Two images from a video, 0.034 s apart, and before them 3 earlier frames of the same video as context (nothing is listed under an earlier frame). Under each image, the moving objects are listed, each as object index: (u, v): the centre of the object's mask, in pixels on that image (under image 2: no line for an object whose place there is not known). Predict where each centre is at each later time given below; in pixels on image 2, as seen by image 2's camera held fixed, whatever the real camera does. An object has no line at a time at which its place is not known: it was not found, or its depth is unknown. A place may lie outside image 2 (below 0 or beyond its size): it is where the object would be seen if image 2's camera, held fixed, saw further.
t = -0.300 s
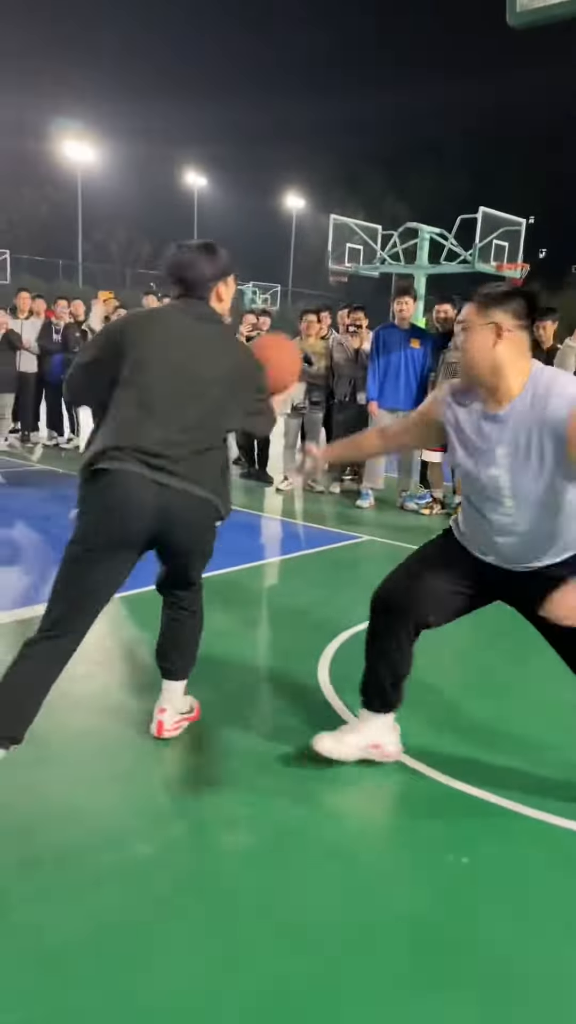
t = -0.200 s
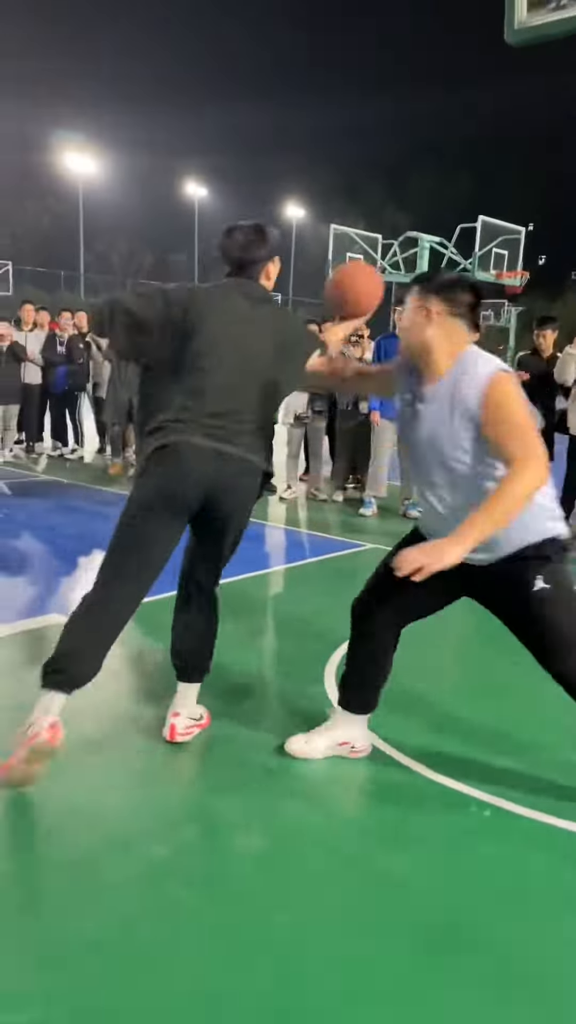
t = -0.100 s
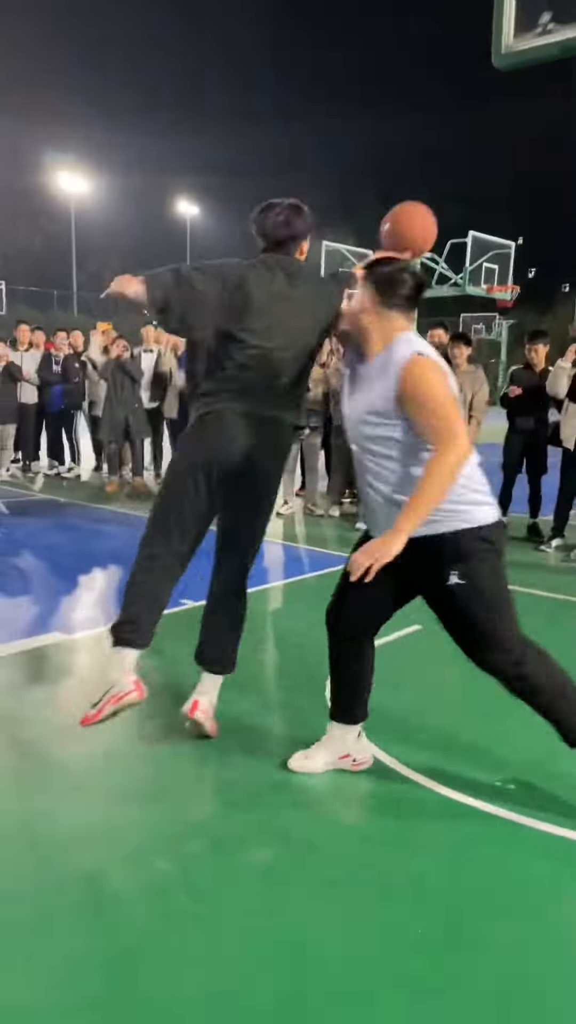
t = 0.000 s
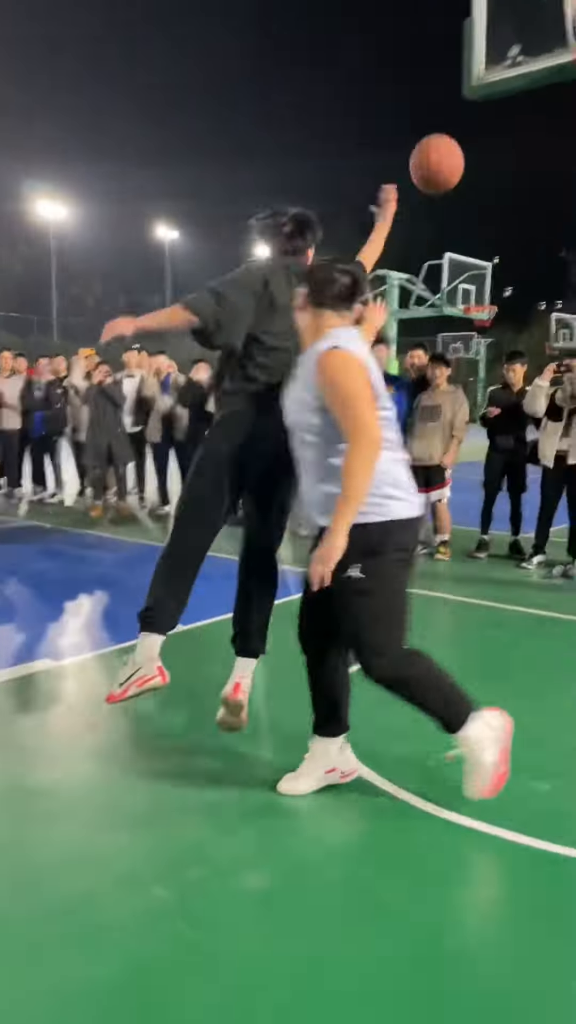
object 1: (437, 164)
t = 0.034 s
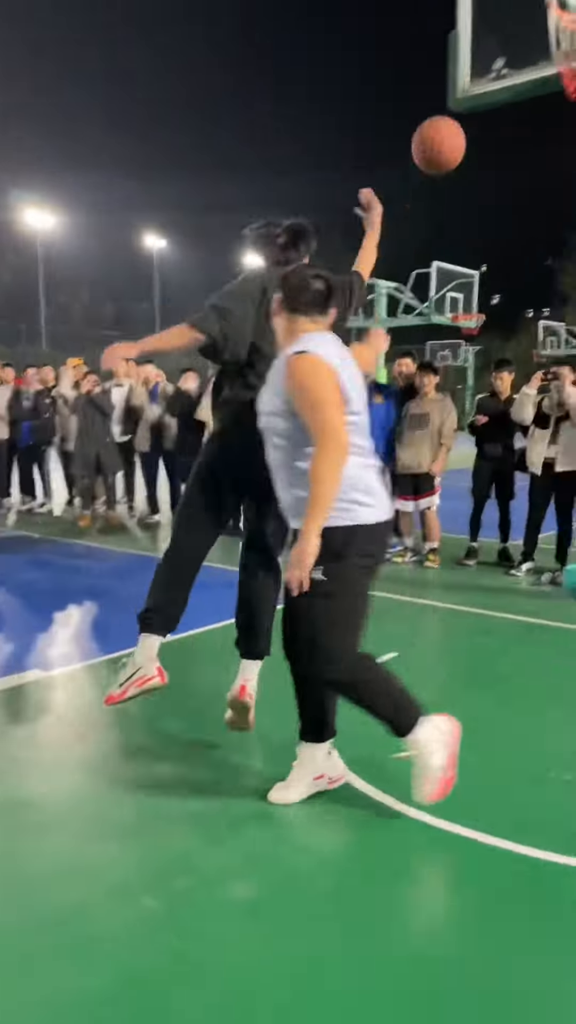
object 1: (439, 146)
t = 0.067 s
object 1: (454, 118)
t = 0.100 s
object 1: (470, 92)
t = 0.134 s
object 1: (490, 71)
